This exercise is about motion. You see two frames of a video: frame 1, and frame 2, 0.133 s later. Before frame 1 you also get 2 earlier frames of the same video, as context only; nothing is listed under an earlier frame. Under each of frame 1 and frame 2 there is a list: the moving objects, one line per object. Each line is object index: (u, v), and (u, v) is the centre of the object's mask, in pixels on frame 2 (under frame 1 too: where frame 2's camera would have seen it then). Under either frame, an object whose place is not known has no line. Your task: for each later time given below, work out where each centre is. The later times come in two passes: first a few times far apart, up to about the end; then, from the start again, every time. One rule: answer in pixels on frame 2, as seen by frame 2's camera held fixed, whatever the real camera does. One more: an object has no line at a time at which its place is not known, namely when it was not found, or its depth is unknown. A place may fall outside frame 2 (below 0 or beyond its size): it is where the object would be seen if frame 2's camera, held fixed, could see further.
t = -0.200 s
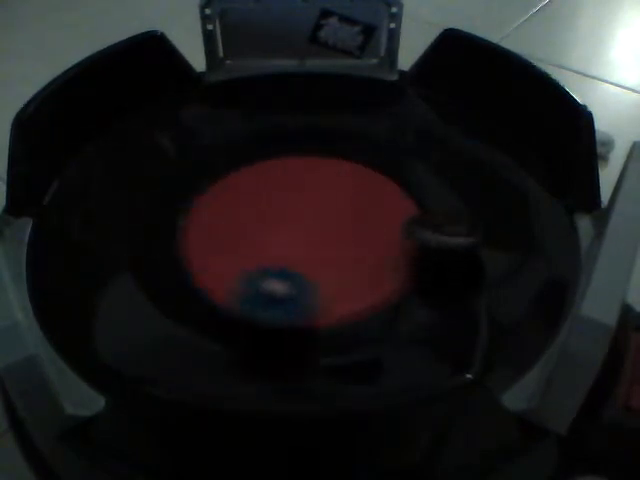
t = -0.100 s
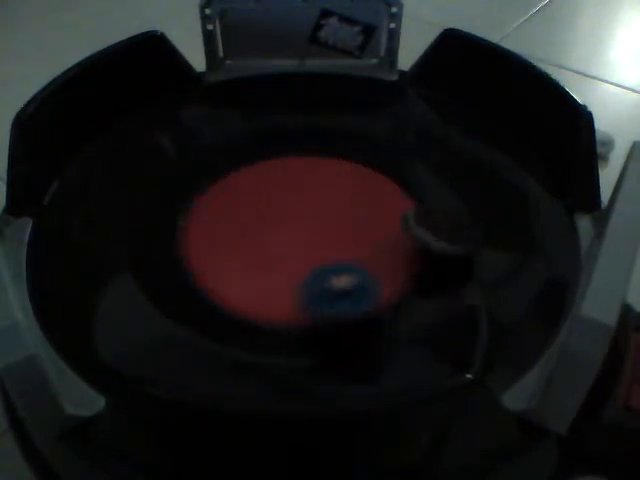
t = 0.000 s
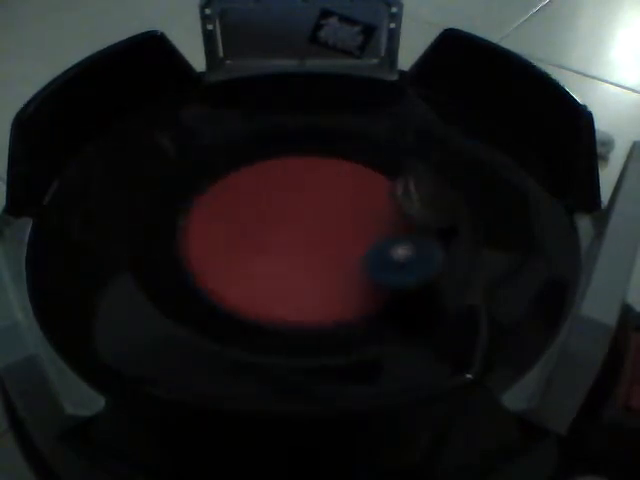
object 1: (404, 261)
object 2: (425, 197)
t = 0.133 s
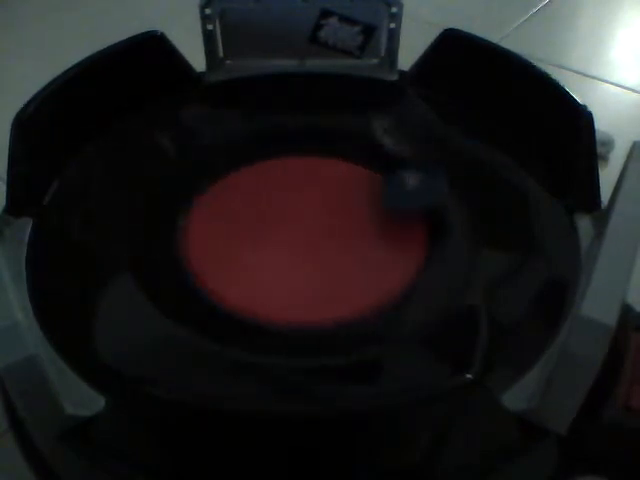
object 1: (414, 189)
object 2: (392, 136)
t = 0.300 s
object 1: (305, 143)
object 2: (324, 104)
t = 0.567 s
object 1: (183, 213)
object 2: (256, 160)
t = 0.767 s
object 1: (267, 297)
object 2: (177, 238)
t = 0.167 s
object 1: (401, 174)
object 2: (388, 123)
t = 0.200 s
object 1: (385, 161)
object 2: (376, 116)
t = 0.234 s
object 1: (368, 153)
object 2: (365, 111)
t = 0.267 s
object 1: (341, 147)
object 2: (348, 108)
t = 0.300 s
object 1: (305, 143)
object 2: (324, 104)
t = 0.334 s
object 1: (271, 142)
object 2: (309, 101)
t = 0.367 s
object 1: (241, 153)
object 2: (288, 106)
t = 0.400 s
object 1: (218, 162)
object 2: (279, 109)
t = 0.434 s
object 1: (206, 173)
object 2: (270, 118)
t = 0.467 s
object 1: (194, 181)
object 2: (263, 128)
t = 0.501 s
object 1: (188, 191)
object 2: (260, 138)
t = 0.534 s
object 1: (184, 200)
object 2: (258, 148)
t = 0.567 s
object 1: (183, 213)
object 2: (256, 160)
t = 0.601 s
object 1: (184, 229)
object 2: (249, 167)
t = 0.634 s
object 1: (191, 246)
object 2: (240, 179)
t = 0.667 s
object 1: (201, 261)
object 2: (225, 191)
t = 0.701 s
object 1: (217, 276)
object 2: (210, 204)
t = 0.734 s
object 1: (239, 288)
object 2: (194, 219)
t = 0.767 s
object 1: (267, 297)
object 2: (177, 238)
